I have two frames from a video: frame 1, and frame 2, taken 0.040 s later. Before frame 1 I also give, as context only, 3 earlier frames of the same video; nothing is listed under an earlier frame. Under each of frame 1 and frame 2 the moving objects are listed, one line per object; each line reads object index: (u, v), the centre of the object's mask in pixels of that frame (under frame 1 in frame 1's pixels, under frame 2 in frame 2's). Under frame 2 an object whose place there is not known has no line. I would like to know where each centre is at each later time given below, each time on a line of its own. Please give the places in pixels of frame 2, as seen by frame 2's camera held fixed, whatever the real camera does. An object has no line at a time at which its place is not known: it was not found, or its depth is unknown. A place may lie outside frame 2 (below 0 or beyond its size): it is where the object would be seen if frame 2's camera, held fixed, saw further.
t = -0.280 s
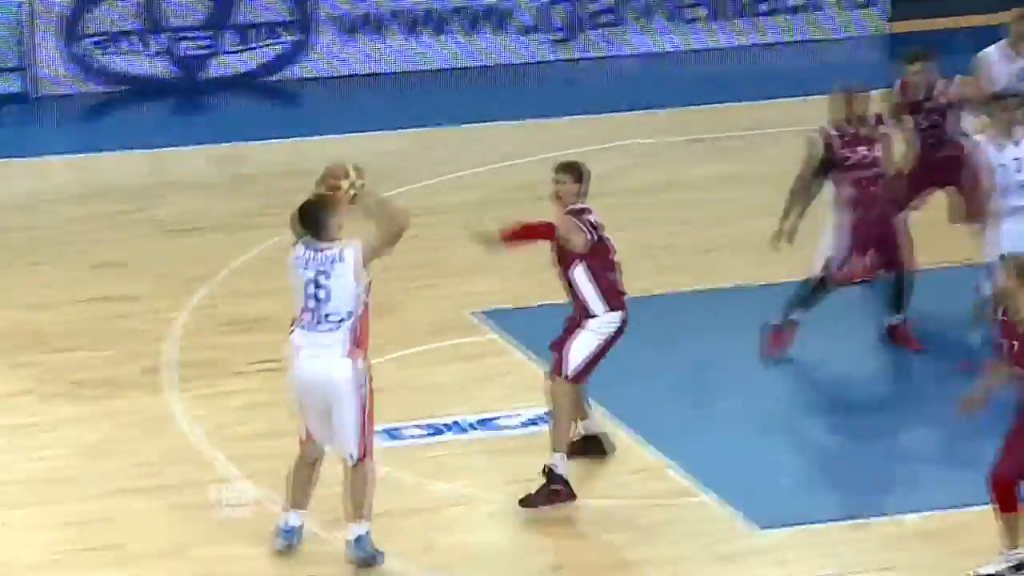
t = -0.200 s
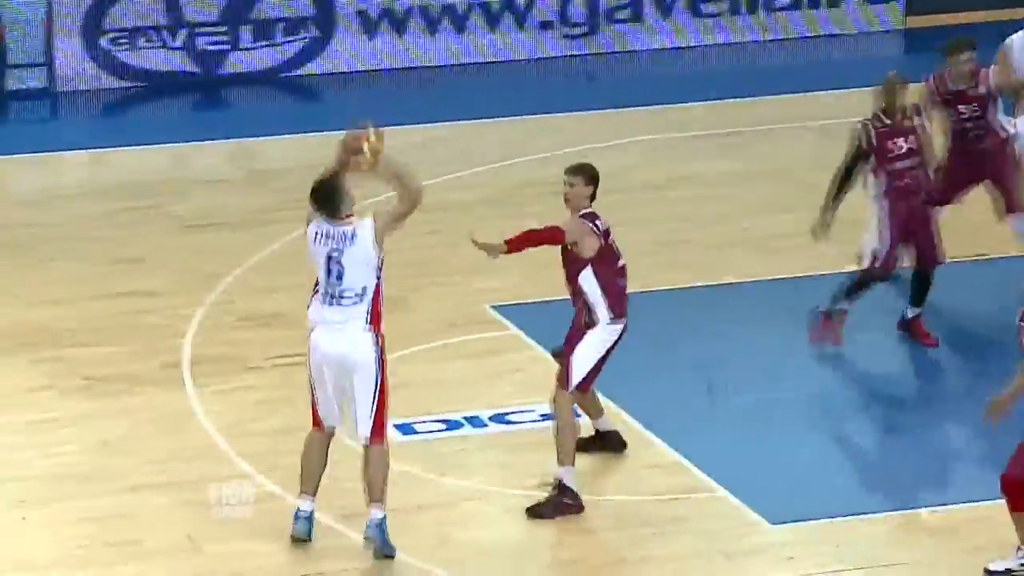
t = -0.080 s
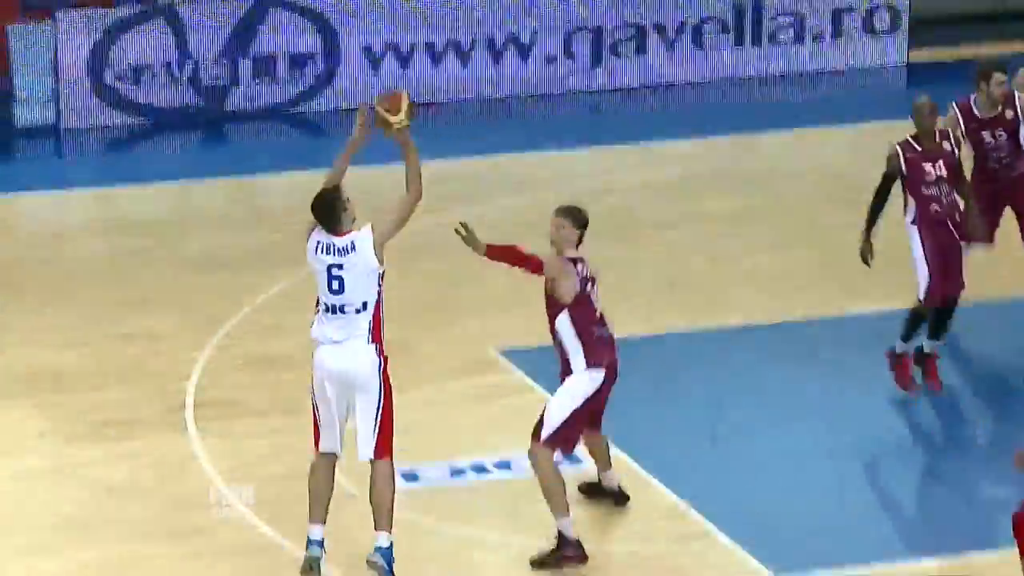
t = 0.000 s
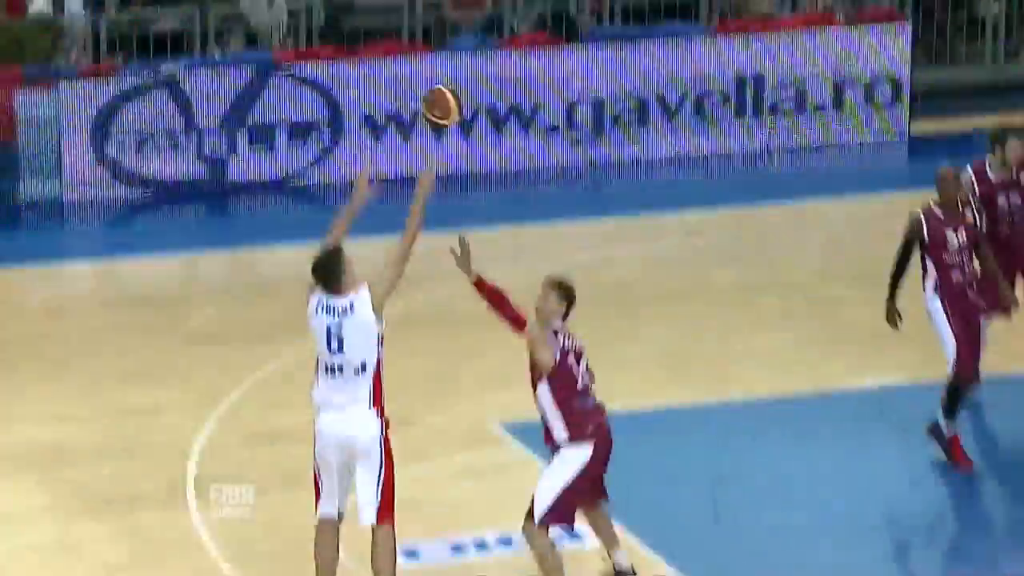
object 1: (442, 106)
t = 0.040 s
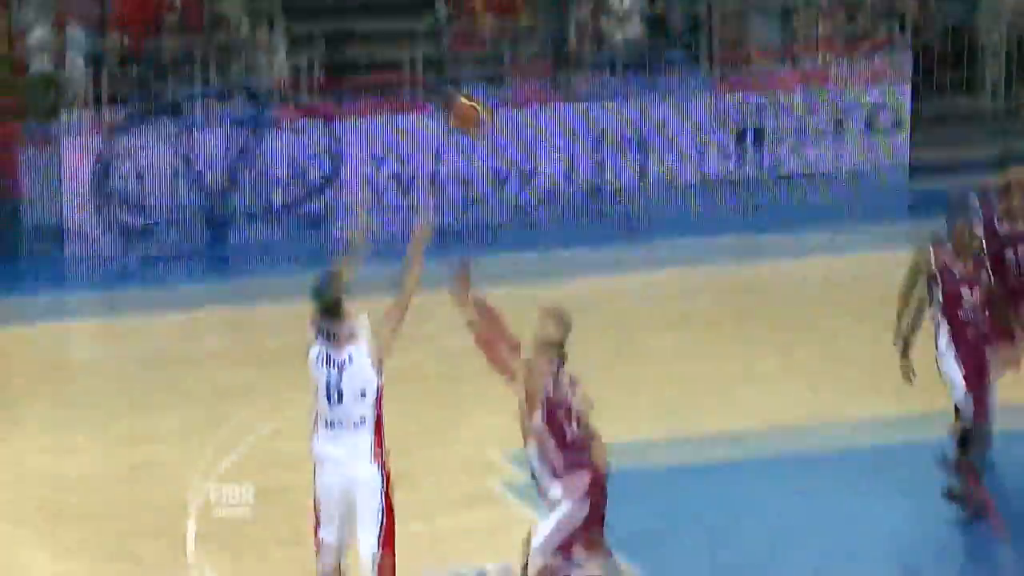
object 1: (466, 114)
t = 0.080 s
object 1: (489, 91)
